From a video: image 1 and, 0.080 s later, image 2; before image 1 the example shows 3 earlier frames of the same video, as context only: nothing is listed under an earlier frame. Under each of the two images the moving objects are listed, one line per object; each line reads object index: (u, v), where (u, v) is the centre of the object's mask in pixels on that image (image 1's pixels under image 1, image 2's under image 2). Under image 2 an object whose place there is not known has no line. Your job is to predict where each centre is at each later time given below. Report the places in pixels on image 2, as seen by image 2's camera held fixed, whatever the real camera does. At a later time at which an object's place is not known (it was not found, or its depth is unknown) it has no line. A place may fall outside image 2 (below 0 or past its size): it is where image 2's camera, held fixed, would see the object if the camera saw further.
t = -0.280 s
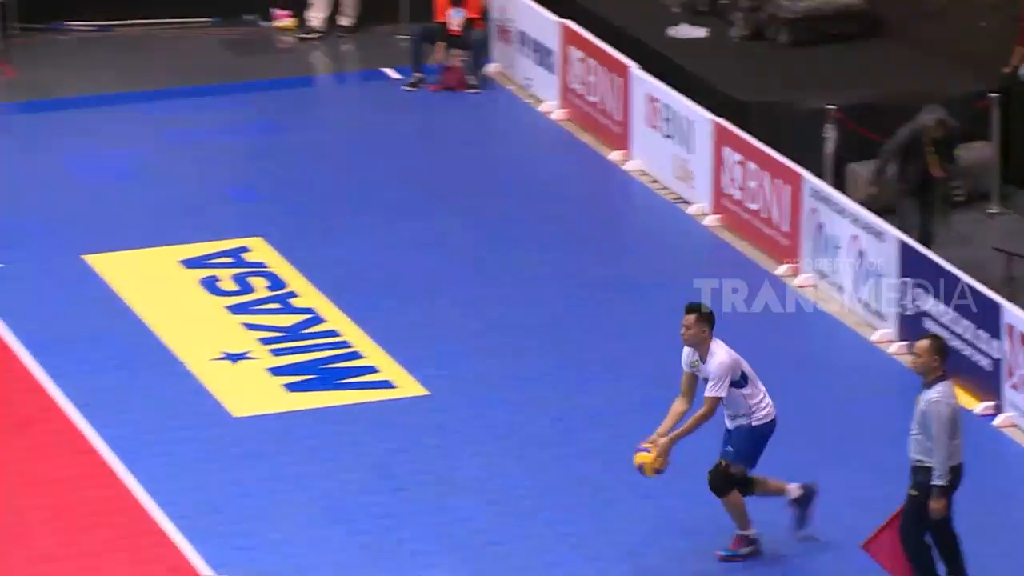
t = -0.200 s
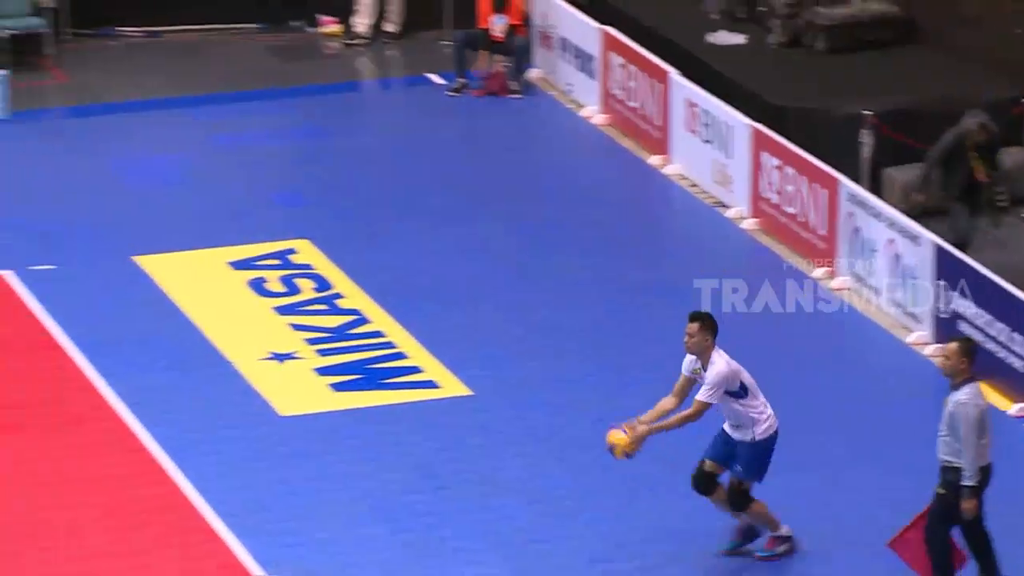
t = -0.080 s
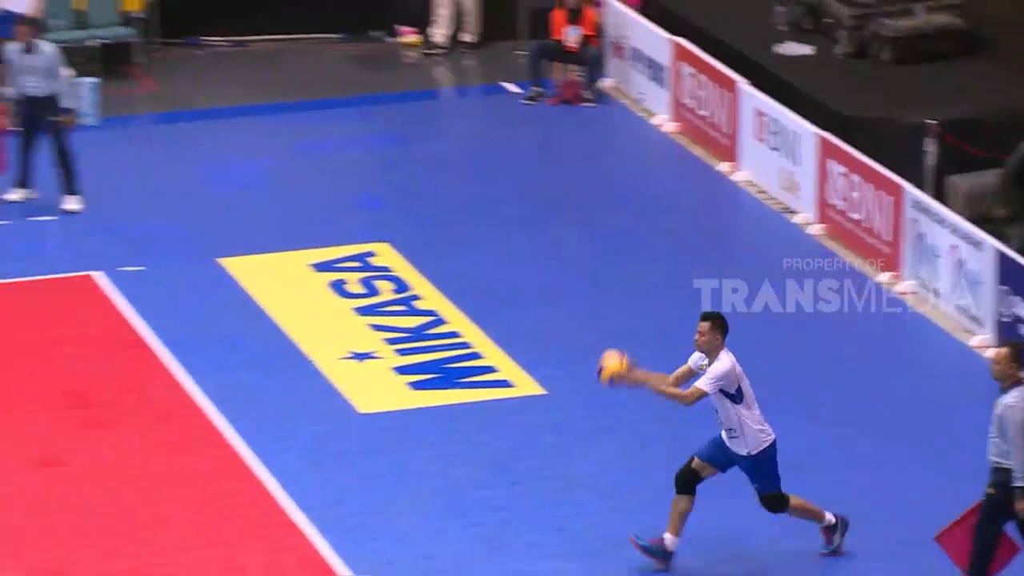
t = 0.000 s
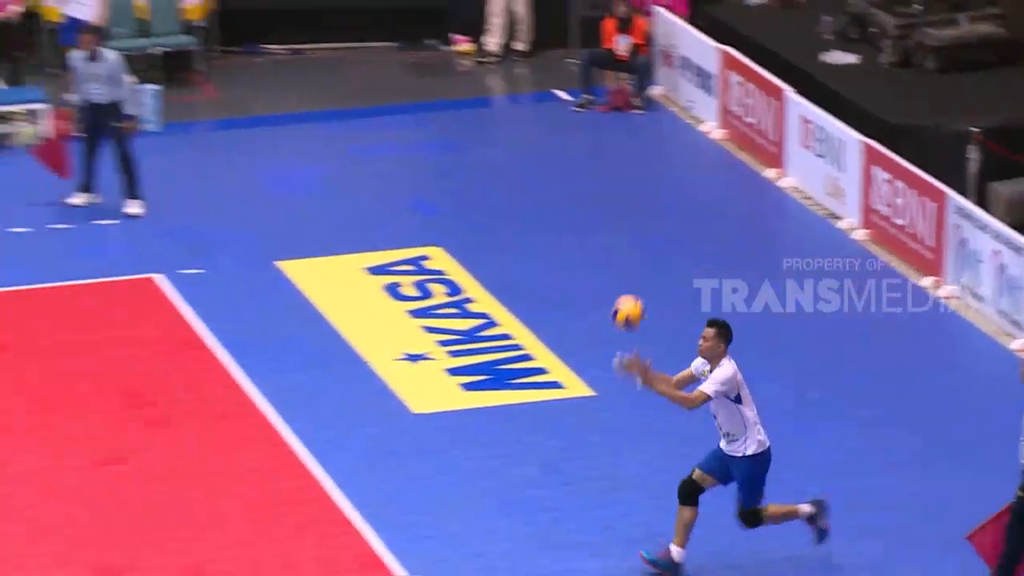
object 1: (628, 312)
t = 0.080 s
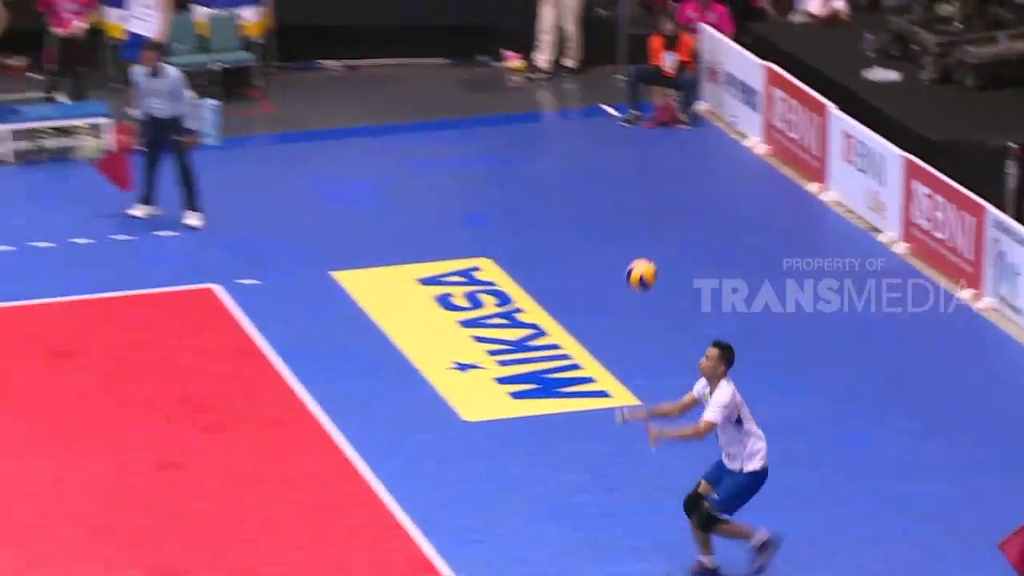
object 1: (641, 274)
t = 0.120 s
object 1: (625, 253)
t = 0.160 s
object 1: (609, 234)
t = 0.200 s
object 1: (593, 218)
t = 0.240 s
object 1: (577, 203)
